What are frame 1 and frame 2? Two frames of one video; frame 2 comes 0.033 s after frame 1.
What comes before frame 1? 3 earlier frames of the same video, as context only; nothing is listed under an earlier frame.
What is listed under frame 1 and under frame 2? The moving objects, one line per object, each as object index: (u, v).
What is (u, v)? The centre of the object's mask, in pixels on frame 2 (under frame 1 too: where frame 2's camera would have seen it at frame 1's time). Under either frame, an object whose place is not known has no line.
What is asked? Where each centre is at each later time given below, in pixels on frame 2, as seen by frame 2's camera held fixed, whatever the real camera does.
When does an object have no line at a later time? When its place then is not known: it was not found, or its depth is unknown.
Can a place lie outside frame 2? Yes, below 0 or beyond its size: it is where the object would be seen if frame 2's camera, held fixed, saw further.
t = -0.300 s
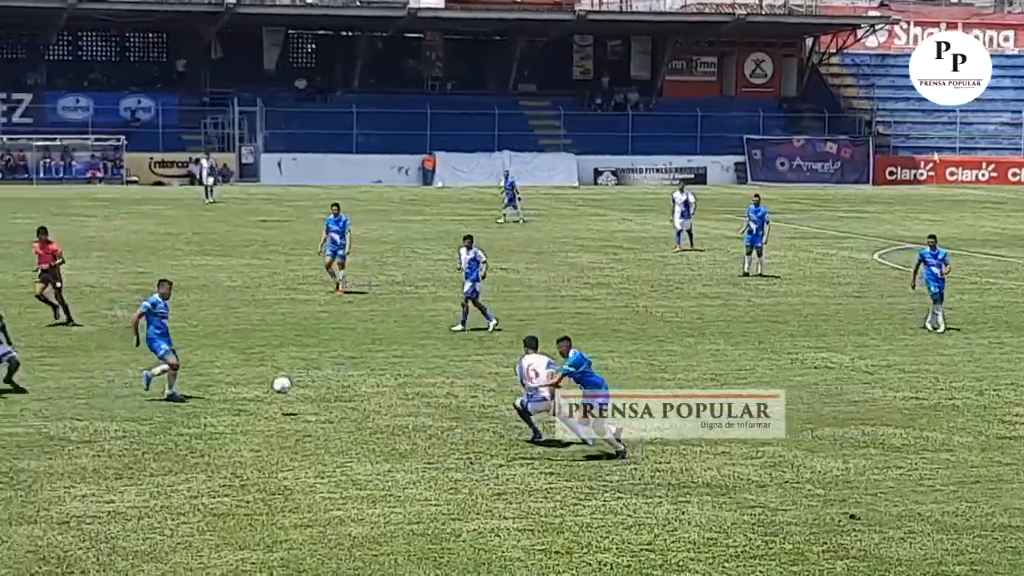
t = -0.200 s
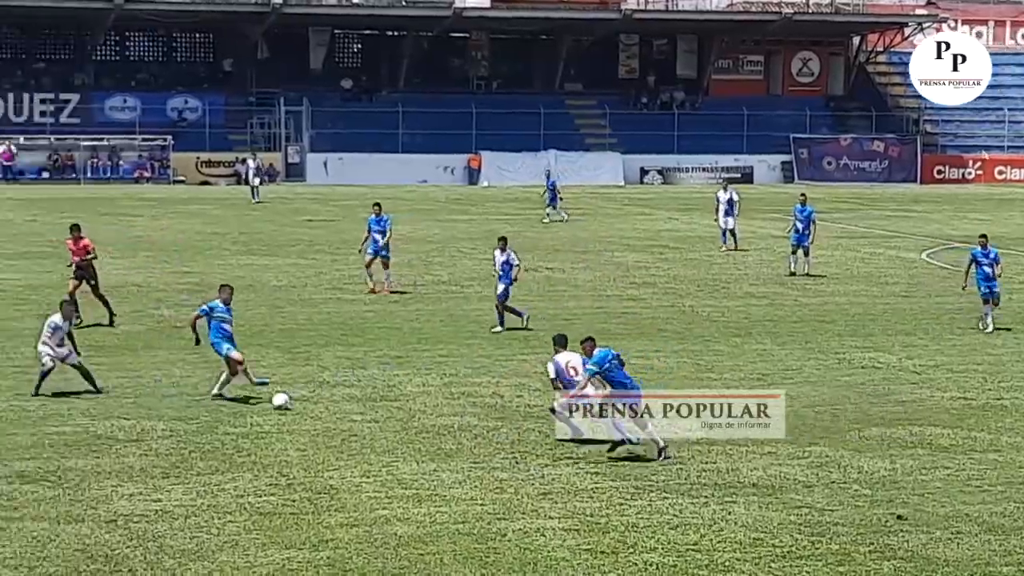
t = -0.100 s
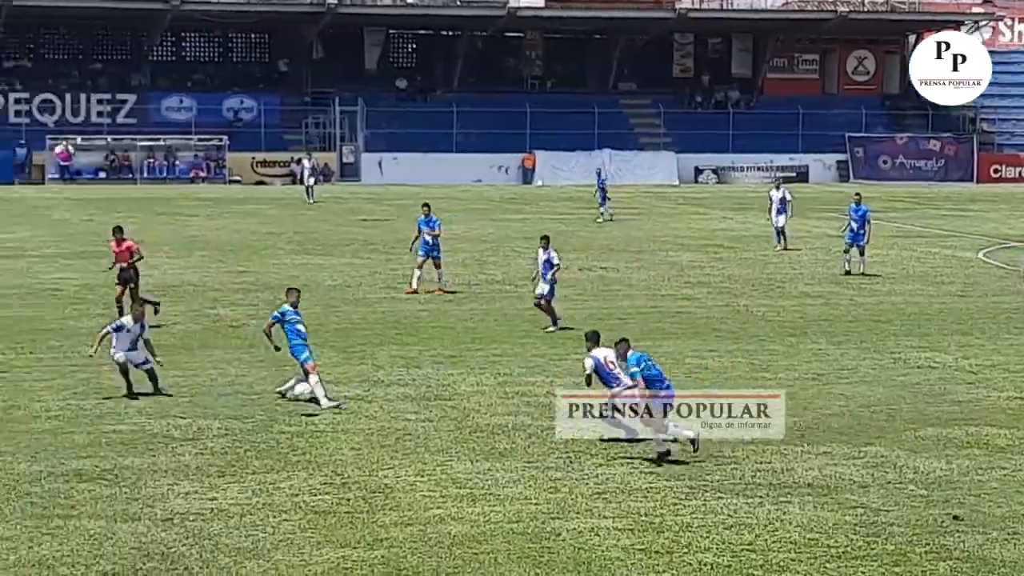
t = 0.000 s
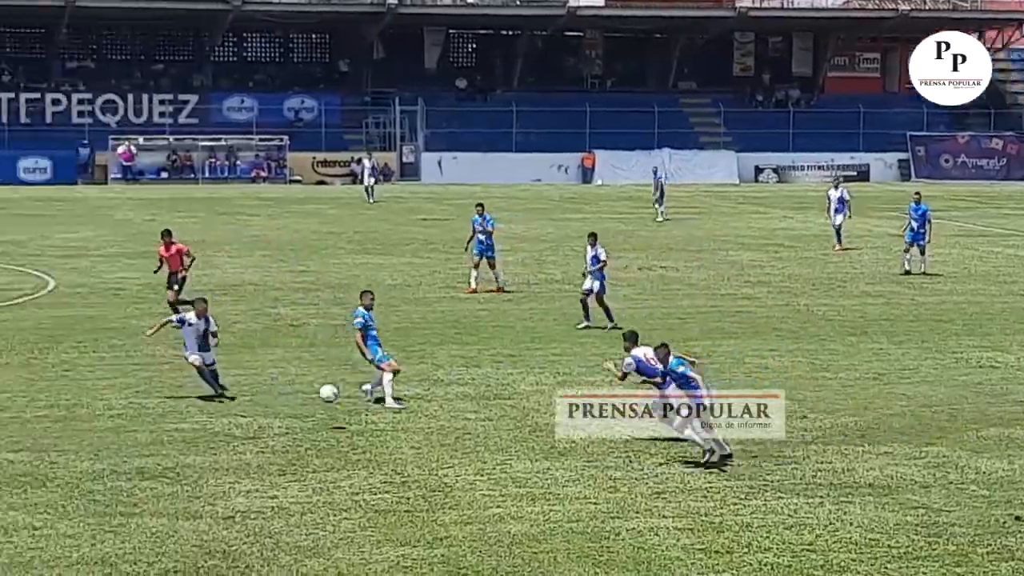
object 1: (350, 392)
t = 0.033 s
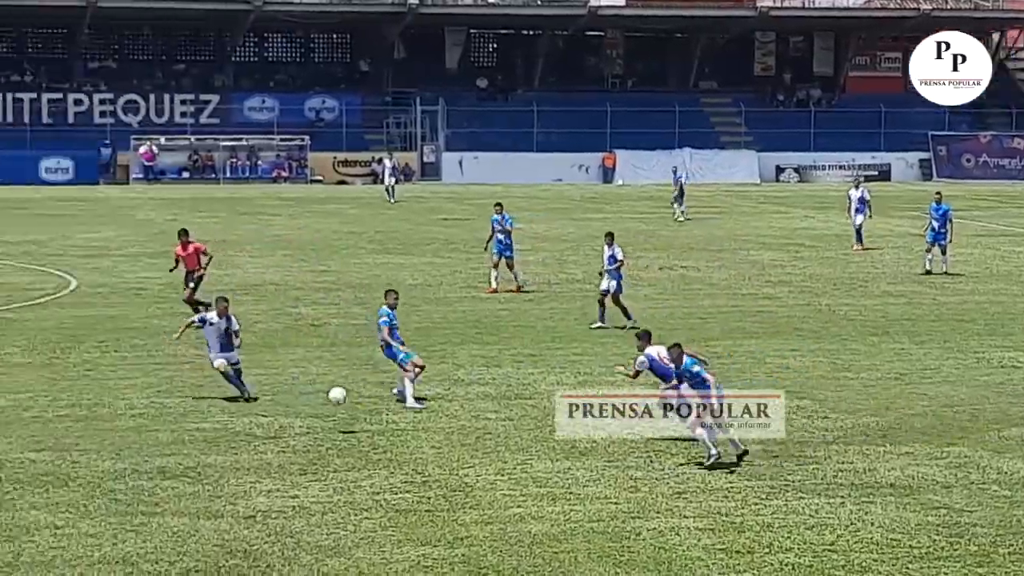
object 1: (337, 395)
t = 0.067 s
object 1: (323, 397)
